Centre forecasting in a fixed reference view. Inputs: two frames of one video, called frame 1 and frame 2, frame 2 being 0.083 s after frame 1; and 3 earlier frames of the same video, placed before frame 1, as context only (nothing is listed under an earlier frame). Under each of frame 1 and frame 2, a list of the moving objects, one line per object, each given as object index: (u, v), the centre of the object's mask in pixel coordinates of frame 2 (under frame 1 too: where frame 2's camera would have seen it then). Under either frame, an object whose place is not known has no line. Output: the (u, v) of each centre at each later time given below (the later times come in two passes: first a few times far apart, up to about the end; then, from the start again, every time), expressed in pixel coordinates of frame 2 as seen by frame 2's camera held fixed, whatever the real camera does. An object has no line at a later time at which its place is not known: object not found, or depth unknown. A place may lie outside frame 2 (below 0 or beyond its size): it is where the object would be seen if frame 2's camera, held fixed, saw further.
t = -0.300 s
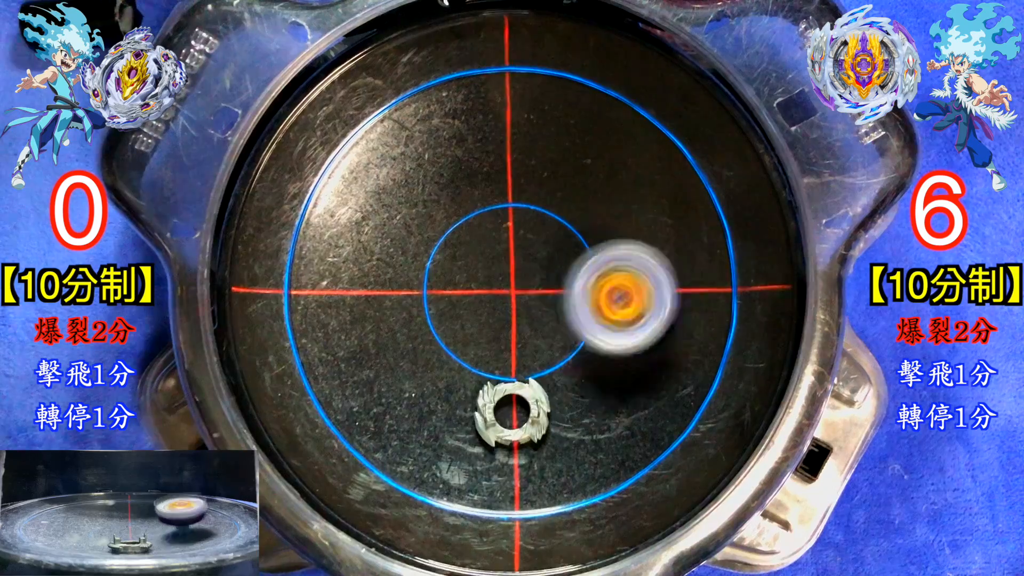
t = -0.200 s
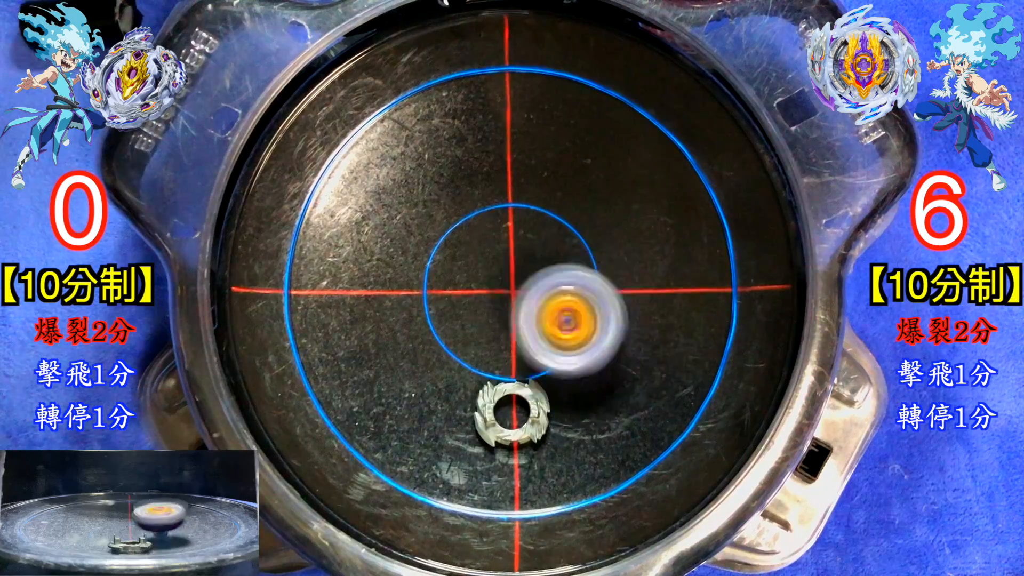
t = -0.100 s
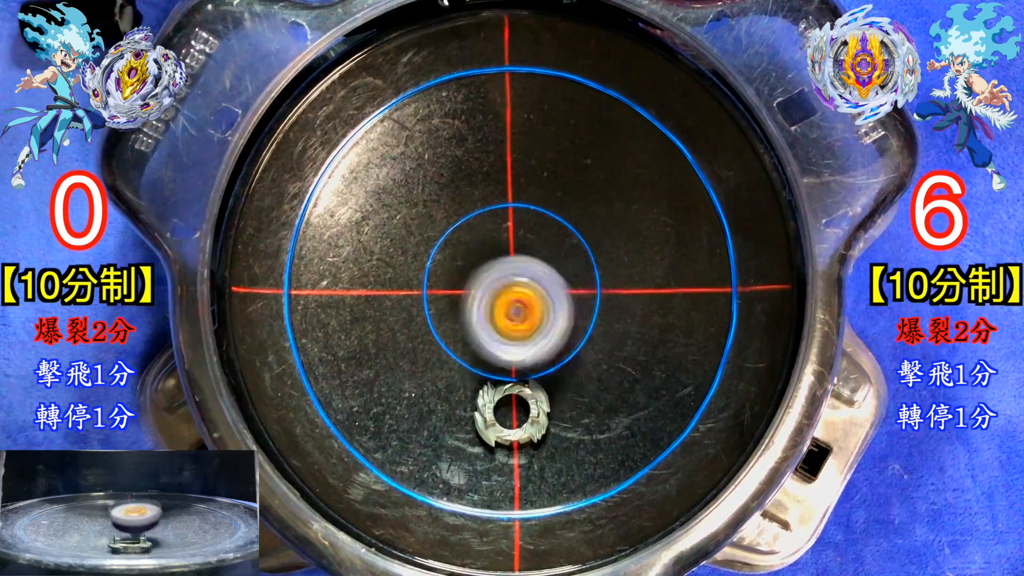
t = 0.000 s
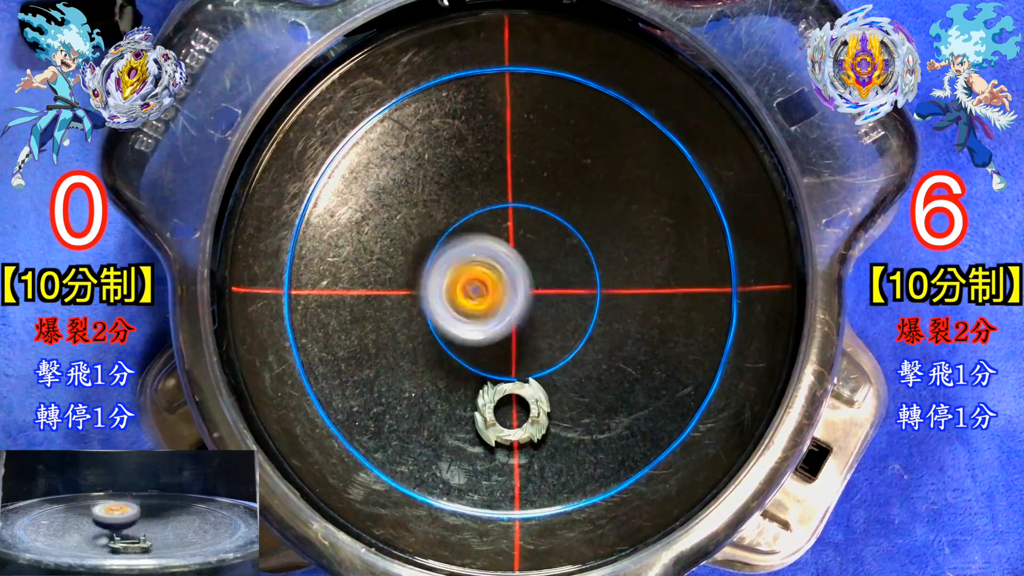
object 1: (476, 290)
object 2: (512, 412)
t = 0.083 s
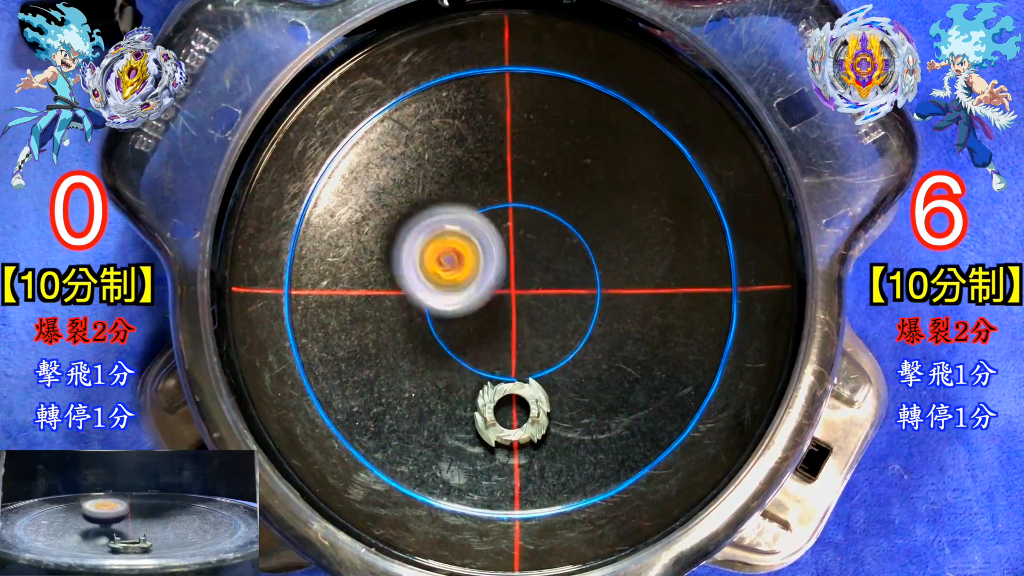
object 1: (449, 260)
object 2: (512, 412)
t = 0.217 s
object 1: (434, 194)
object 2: (512, 412)
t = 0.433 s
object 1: (512, 181)
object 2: (512, 412)
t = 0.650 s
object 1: (532, 291)
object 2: (512, 413)
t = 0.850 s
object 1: (458, 339)
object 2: (566, 476)
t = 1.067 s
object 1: (399, 251)
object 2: (480, 535)
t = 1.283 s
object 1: (506, 216)
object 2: (444, 426)
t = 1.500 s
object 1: (581, 307)
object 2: (455, 395)
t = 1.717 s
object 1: (536, 404)
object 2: (452, 395)
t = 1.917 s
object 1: (474, 380)
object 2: (383, 372)
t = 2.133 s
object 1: (561, 350)
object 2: (298, 319)
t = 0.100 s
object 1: (443, 251)
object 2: (512, 412)
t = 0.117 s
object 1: (438, 243)
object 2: (512, 412)
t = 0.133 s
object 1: (434, 234)
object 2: (512, 412)
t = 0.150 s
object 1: (431, 224)
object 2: (512, 412)
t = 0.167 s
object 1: (431, 217)
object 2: (512, 412)
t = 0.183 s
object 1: (431, 208)
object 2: (512, 412)
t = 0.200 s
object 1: (432, 201)
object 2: (512, 412)
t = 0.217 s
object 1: (434, 194)
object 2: (512, 412)
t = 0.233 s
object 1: (436, 187)
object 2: (512, 412)
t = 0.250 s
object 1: (439, 183)
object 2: (512, 412)
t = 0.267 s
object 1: (443, 177)
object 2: (512, 412)
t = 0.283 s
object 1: (447, 173)
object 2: (512, 413)
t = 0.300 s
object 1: (452, 169)
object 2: (512, 413)
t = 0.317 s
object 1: (458, 167)
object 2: (512, 413)
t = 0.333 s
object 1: (465, 166)
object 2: (512, 412)
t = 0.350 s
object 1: (473, 164)
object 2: (512, 412)
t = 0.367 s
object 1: (480, 166)
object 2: (512, 412)
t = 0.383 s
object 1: (489, 168)
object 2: (512, 412)
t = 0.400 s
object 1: (497, 171)
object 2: (512, 413)
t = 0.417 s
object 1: (505, 176)
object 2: (512, 412)
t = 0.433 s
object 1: (512, 181)
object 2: (512, 412)
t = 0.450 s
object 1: (519, 188)
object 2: (512, 412)
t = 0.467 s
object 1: (526, 196)
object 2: (512, 413)
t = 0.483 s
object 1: (531, 204)
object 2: (512, 413)
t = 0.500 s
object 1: (536, 213)
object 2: (512, 412)
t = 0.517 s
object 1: (540, 223)
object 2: (512, 413)
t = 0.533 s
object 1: (542, 232)
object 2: (512, 412)
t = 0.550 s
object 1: (543, 241)
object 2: (512, 412)
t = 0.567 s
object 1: (544, 250)
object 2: (512, 412)
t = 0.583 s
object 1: (543, 259)
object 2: (512, 412)
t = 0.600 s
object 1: (541, 267)
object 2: (512, 412)
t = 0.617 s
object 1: (539, 275)
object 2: (512, 412)
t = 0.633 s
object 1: (536, 283)
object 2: (512, 412)
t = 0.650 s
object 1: (532, 291)
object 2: (512, 413)
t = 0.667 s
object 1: (529, 299)
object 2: (512, 413)
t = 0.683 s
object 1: (524, 306)
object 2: (512, 413)
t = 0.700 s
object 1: (520, 313)
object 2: (512, 413)
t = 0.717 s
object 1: (516, 320)
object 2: (512, 413)
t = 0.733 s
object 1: (511, 326)
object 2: (512, 413)
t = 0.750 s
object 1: (506, 332)
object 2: (512, 414)
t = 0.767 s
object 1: (501, 338)
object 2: (513, 416)
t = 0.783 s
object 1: (496, 344)
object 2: (517, 429)
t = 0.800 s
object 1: (490, 350)
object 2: (517, 429)
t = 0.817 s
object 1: (482, 350)
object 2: (528, 433)
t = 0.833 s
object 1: (471, 344)
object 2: (543, 455)
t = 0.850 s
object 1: (458, 339)
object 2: (566, 476)
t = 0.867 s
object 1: (448, 333)
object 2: (584, 501)
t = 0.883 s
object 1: (436, 328)
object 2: (600, 523)
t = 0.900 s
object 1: (426, 323)
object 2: (612, 533)
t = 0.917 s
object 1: (417, 317)
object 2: (614, 537)
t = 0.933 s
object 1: (409, 311)
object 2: (595, 541)
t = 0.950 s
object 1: (403, 305)
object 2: (577, 546)
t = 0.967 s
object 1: (398, 298)
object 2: (558, 547)
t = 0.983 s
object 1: (396, 291)
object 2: (544, 542)
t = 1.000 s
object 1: (393, 282)
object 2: (541, 541)
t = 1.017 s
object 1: (393, 275)
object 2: (517, 546)
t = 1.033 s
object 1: (393, 268)
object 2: (504, 543)
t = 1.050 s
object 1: (396, 260)
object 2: (491, 540)
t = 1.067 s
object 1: (399, 251)
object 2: (480, 535)
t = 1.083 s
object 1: (403, 243)
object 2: (471, 529)
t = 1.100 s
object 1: (409, 237)
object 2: (463, 522)
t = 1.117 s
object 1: (416, 231)
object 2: (456, 512)
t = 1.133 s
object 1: (423, 224)
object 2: (451, 505)
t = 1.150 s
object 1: (431, 219)
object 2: (447, 496)
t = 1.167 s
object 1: (439, 217)
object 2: (444, 486)
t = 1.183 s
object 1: (448, 213)
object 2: (442, 476)
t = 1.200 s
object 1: (457, 211)
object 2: (442, 467)
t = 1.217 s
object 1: (466, 210)
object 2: (441, 458)
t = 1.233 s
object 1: (476, 210)
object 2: (441, 450)
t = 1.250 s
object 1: (486, 212)
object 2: (442, 441)
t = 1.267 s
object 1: (497, 213)
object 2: (443, 434)
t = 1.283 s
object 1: (506, 216)
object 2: (444, 426)
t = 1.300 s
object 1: (514, 220)
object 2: (446, 420)
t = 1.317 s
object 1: (524, 224)
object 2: (447, 413)
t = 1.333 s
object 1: (533, 229)
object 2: (449, 408)
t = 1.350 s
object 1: (540, 234)
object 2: (451, 404)
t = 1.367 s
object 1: (547, 241)
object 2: (452, 401)
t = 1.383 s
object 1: (554, 249)
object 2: (453, 398)
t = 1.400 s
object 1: (560, 256)
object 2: (454, 396)
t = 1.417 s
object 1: (566, 264)
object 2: (454, 395)
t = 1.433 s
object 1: (570, 272)
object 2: (455, 395)
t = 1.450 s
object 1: (573, 281)
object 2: (455, 395)
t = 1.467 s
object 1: (577, 290)
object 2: (455, 395)
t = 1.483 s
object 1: (580, 298)
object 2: (455, 395)
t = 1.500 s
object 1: (581, 307)
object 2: (455, 395)
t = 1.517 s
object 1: (581, 317)
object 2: (455, 395)
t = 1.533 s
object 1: (582, 326)
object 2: (455, 395)
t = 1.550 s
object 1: (582, 335)
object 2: (455, 395)
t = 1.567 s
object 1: (580, 344)
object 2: (455, 395)
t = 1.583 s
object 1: (577, 353)
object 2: (455, 395)
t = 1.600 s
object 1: (574, 361)
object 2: (455, 395)
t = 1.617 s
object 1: (571, 369)
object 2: (455, 395)
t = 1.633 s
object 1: (567, 376)
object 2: (454, 395)
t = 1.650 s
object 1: (562, 383)
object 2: (454, 395)
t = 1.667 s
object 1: (556, 390)
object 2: (454, 395)
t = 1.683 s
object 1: (549, 396)
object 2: (454, 395)
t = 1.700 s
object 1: (544, 400)
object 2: (454, 395)
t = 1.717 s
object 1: (536, 404)
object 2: (452, 395)
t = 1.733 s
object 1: (528, 407)
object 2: (437, 395)
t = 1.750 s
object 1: (520, 409)
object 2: (437, 395)
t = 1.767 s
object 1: (512, 410)
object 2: (437, 396)
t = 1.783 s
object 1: (504, 411)
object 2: (437, 393)
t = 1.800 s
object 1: (498, 410)
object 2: (431, 390)
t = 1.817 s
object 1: (492, 408)
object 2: (423, 387)
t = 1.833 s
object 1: (486, 405)
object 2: (415, 383)
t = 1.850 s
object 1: (480, 402)
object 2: (409, 380)
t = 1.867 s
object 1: (474, 397)
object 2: (405, 379)
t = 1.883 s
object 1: (470, 391)
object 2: (400, 378)
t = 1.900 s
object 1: (470, 385)
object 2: (391, 376)
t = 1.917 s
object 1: (474, 380)
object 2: (383, 372)
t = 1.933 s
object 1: (481, 374)
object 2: (366, 367)
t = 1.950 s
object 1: (488, 368)
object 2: (347, 362)
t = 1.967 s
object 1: (494, 364)
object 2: (331, 355)
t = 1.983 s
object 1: (500, 360)
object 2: (317, 349)
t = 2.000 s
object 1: (506, 357)
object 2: (306, 343)
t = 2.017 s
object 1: (513, 356)
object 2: (300, 337)
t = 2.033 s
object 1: (519, 354)
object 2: (295, 332)
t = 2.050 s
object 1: (526, 353)
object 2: (291, 327)
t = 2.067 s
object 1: (533, 352)
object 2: (291, 324)
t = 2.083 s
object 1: (541, 351)
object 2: (292, 321)
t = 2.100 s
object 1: (547, 350)
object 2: (294, 320)
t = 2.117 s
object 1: (555, 350)
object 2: (296, 319)
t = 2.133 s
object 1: (561, 350)
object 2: (298, 319)
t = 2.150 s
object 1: (568, 350)
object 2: (301, 319)
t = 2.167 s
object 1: (574, 350)
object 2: (304, 319)
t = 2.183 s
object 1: (580, 351)
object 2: (308, 319)
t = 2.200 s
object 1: (586, 352)
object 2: (310, 319)
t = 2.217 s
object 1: (591, 353)
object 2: (314, 319)
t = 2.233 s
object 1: (596, 354)
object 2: (317, 318)
